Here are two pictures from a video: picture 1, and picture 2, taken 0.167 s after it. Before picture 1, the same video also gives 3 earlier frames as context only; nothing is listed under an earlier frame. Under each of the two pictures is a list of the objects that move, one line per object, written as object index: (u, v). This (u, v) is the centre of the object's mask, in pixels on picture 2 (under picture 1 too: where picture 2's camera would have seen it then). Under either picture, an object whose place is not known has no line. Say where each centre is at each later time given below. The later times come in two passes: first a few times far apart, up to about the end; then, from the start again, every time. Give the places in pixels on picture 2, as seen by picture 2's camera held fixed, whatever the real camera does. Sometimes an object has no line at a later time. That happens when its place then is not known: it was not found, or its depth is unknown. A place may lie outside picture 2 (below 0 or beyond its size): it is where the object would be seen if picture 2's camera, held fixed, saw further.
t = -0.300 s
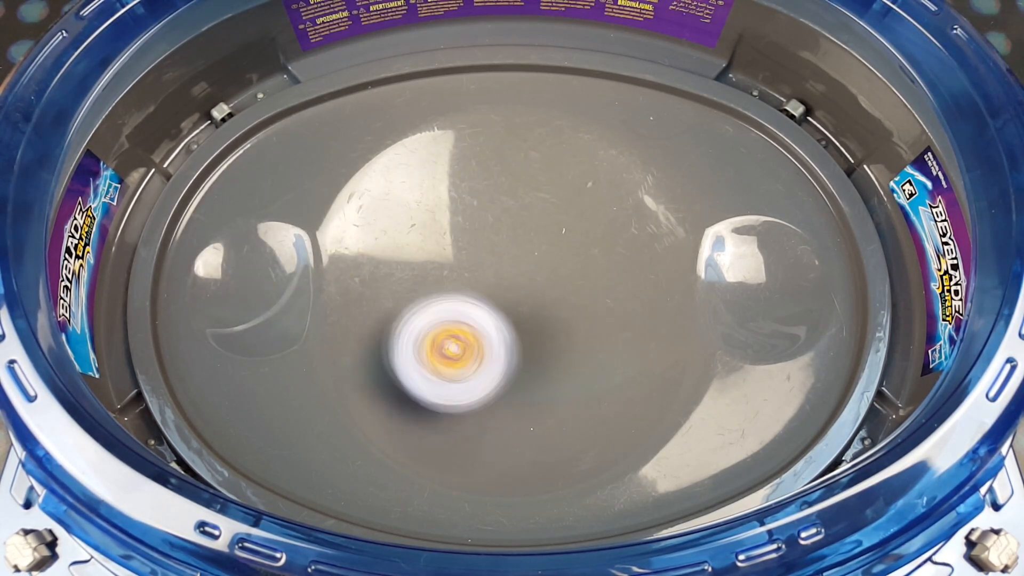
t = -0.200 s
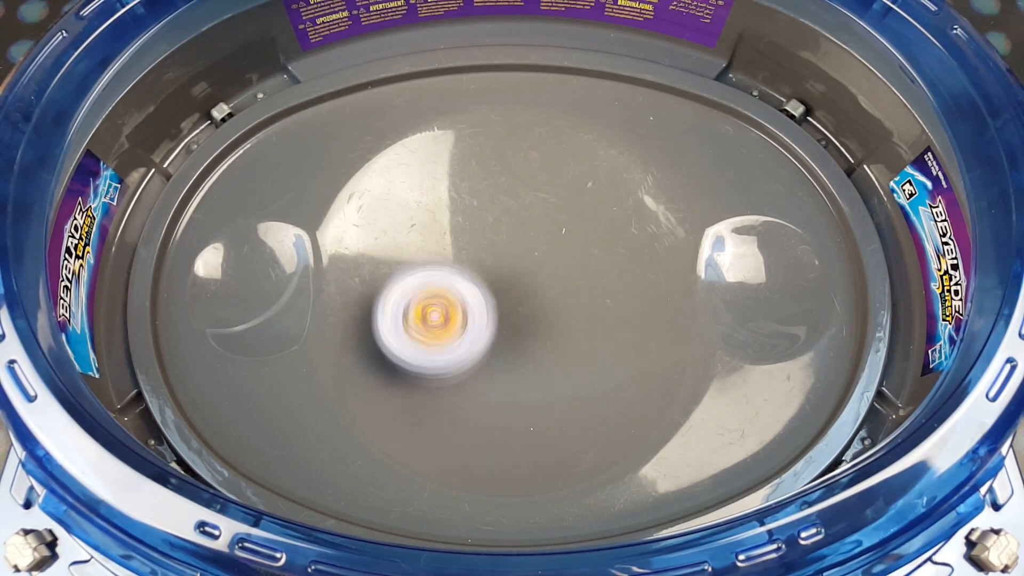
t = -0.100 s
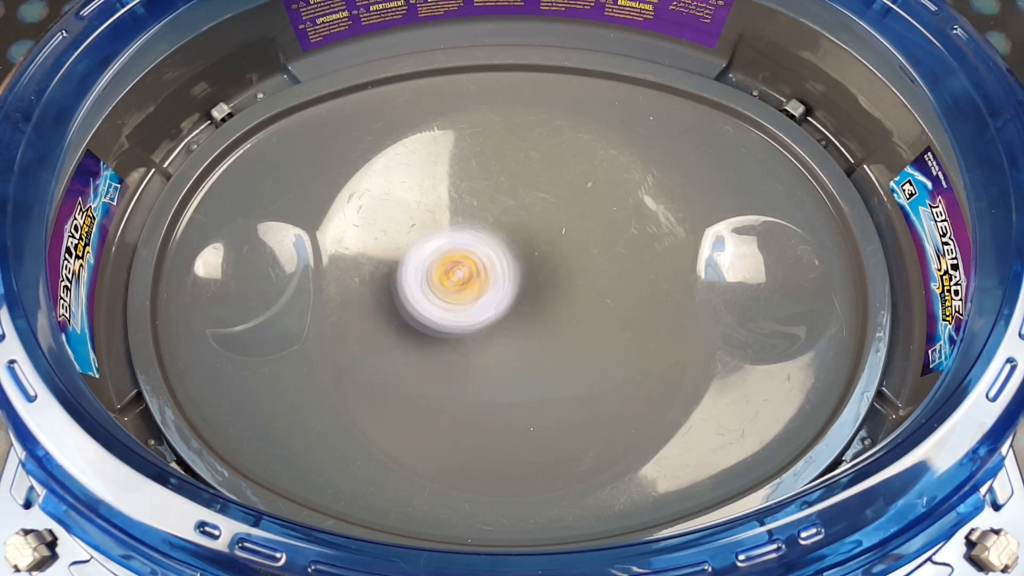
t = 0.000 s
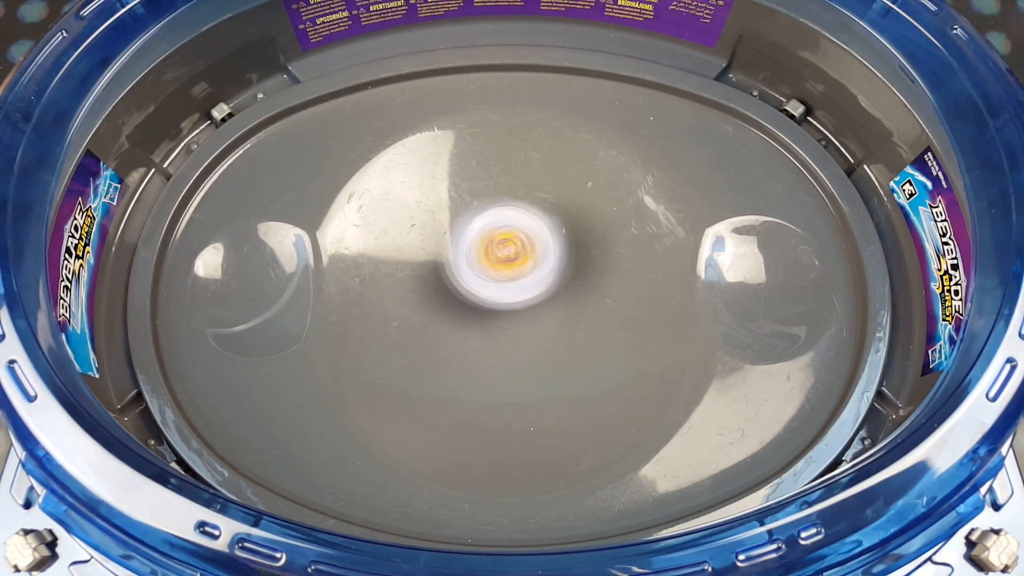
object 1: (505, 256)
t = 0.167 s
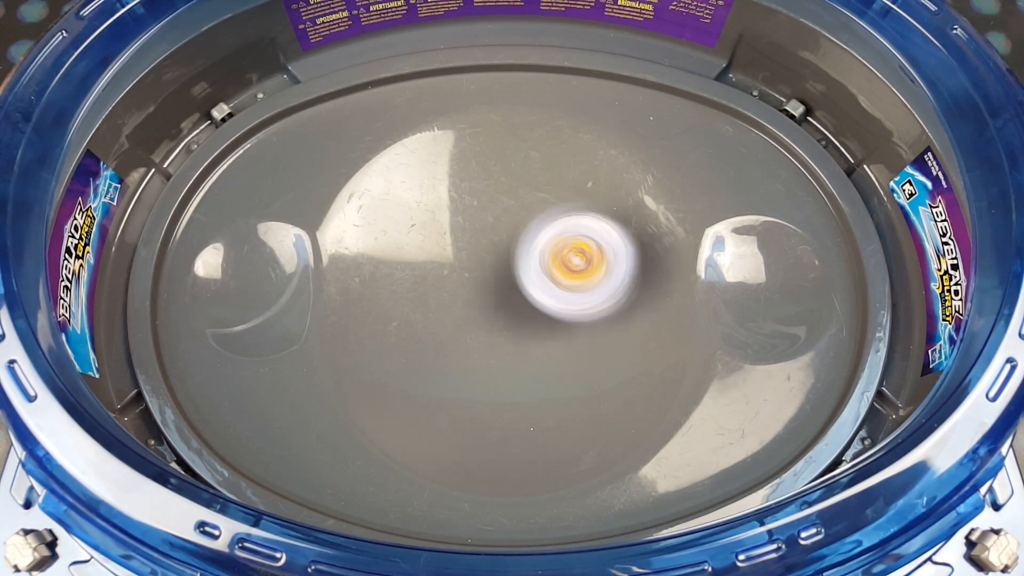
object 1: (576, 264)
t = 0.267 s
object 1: (595, 291)
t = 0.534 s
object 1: (507, 319)
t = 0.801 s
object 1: (478, 219)
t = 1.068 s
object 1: (544, 244)
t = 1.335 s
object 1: (476, 331)
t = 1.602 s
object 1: (436, 282)
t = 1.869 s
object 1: (547, 269)
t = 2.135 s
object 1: (564, 340)
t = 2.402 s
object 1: (480, 282)
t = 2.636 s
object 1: (509, 210)
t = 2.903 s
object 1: (540, 280)
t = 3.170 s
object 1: (453, 320)
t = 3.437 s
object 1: (469, 264)
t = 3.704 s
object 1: (559, 282)
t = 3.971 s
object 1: (534, 333)
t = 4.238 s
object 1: (478, 261)
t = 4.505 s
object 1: (530, 227)
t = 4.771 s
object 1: (511, 312)
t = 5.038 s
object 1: (449, 309)
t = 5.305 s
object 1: (518, 263)
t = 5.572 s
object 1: (568, 295)
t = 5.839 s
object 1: (501, 304)
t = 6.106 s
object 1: (470, 244)
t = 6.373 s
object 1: (521, 258)
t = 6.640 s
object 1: (518, 330)
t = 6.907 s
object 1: (477, 311)
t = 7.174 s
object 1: (510, 244)
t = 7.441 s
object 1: (557, 261)
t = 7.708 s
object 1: (500, 311)
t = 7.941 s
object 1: (447, 300)
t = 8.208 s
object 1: (502, 260)
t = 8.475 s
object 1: (567, 276)
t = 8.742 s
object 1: (535, 311)
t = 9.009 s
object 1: (462, 294)
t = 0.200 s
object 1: (587, 273)
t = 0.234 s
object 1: (591, 282)
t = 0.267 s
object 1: (595, 291)
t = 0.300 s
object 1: (595, 303)
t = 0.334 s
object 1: (590, 314)
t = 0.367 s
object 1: (583, 324)
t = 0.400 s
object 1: (571, 330)
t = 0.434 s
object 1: (555, 334)
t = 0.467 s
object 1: (540, 332)
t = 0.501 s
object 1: (523, 327)
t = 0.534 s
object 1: (507, 319)
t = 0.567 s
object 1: (494, 308)
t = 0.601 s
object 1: (484, 296)
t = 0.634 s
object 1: (476, 281)
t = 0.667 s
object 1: (471, 267)
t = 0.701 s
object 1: (468, 255)
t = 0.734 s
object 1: (469, 242)
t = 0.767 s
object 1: (473, 229)
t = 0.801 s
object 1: (478, 219)
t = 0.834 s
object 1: (486, 211)
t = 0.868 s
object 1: (496, 206)
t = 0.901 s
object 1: (507, 201)
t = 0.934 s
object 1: (516, 202)
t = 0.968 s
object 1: (526, 208)
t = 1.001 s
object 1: (537, 217)
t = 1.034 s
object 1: (543, 230)
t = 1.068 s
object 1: (544, 244)
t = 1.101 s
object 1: (543, 261)
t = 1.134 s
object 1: (540, 277)
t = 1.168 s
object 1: (533, 292)
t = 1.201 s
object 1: (522, 304)
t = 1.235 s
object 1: (511, 315)
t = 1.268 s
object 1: (500, 323)
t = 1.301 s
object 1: (489, 329)
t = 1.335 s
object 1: (476, 331)
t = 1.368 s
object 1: (463, 331)
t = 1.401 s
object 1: (451, 329)
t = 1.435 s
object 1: (440, 325)
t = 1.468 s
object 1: (432, 319)
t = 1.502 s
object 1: (426, 311)
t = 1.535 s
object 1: (425, 302)
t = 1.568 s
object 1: (428, 292)
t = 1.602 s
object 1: (436, 282)
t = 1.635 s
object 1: (446, 273)
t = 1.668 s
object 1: (460, 265)
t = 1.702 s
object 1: (476, 259)
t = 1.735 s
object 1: (492, 256)
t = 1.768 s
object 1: (508, 256)
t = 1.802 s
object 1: (521, 258)
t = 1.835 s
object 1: (535, 263)
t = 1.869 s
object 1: (547, 269)
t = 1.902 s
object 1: (558, 278)
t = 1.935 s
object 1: (567, 287)
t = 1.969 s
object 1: (574, 297)
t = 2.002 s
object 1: (578, 306)
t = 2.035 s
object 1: (580, 316)
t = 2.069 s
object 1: (578, 325)
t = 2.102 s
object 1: (573, 334)
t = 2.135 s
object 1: (564, 340)
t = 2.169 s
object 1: (552, 343)
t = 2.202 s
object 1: (539, 343)
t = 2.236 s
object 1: (525, 339)
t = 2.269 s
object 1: (512, 331)
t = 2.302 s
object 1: (500, 321)
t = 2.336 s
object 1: (491, 309)
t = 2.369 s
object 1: (484, 295)
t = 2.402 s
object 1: (480, 282)
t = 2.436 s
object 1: (479, 268)
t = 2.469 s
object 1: (480, 256)
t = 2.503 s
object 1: (482, 244)
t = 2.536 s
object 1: (486, 233)
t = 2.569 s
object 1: (492, 223)
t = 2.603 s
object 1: (499, 216)
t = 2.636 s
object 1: (509, 210)
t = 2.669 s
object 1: (518, 209)
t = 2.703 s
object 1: (528, 210)
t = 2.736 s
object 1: (537, 215)
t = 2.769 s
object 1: (544, 225)
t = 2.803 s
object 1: (548, 238)
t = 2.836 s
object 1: (549, 252)
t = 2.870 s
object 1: (546, 266)
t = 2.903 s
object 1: (540, 280)
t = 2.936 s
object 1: (532, 293)
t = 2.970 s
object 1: (522, 303)
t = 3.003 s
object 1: (511, 312)
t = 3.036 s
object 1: (497, 318)
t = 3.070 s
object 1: (486, 322)
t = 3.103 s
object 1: (473, 323)
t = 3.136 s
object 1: (462, 322)
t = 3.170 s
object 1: (453, 320)
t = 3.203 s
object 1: (445, 316)
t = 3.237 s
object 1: (438, 311)
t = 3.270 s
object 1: (433, 303)
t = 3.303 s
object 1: (433, 295)
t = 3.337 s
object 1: (436, 285)
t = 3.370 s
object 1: (445, 275)
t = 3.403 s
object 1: (456, 269)
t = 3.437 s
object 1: (469, 264)
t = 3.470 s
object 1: (482, 261)
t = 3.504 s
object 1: (494, 259)
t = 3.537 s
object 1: (508, 258)
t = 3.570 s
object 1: (522, 260)
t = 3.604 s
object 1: (534, 265)
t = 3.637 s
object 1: (543, 271)
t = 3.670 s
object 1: (551, 277)
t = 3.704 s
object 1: (559, 282)
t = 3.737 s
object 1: (567, 290)
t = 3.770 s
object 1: (571, 300)
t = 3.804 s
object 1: (571, 310)
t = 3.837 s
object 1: (568, 318)
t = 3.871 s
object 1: (563, 324)
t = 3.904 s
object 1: (557, 329)
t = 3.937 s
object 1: (547, 333)
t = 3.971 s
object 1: (534, 333)
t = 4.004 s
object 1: (522, 328)
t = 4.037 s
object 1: (513, 321)
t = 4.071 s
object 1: (503, 314)
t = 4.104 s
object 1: (493, 305)
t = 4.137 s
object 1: (487, 293)
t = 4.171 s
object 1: (484, 282)
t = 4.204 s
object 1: (482, 272)
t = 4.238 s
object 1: (478, 261)
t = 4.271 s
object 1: (481, 248)
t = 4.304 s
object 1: (485, 239)
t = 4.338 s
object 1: (488, 231)
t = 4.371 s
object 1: (494, 224)
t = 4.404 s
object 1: (505, 220)
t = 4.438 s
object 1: (513, 219)
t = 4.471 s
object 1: (520, 222)
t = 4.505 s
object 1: (530, 227)
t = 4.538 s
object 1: (535, 237)
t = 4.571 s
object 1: (537, 248)
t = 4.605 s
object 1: (539, 260)
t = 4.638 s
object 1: (537, 272)
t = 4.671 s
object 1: (531, 284)
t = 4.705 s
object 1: (527, 293)
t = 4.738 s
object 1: (521, 305)
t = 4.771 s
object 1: (511, 312)
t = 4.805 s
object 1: (503, 318)
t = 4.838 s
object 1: (494, 326)
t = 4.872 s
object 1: (483, 327)
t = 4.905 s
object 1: (475, 326)
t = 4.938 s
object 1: (466, 327)
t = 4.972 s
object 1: (456, 322)
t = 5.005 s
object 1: (453, 315)
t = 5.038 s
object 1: (449, 309)
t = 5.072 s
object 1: (449, 299)
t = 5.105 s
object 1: (457, 289)
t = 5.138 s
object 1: (463, 283)
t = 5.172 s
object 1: (475, 273)
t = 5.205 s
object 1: (487, 270)
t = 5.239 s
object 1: (496, 264)
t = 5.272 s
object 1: (509, 264)
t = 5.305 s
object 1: (518, 263)
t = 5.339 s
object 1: (530, 263)
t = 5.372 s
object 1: (540, 266)
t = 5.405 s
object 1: (548, 267)
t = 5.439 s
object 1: (557, 273)
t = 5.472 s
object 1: (561, 278)
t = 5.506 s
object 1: (567, 284)
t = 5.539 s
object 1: (567, 290)
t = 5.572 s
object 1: (568, 295)
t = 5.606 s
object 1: (566, 302)
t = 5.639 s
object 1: (561, 305)
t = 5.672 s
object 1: (554, 312)
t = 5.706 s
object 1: (543, 311)
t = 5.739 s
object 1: (535, 314)
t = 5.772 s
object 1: (522, 312)
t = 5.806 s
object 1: (514, 307)
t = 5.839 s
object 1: (501, 304)
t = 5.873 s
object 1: (494, 296)
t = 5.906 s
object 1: (486, 292)
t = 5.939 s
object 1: (479, 282)
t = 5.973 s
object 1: (473, 276)
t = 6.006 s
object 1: (469, 265)
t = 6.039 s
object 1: (468, 259)
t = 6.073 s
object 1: (466, 250)
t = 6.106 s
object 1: (470, 244)
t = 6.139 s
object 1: (472, 236)
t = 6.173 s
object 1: (480, 233)
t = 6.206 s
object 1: (485, 230)
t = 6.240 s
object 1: (494, 233)
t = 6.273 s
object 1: (501, 235)
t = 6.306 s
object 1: (510, 241)
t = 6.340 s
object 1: (516, 248)
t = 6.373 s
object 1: (521, 258)
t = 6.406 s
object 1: (526, 267)
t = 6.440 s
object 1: (527, 277)
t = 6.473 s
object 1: (529, 287)
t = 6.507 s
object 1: (529, 298)
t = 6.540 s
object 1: (529, 307)
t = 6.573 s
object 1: (526, 315)
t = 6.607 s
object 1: (524, 324)
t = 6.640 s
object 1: (518, 330)
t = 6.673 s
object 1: (513, 337)
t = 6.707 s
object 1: (505, 338)
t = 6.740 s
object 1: (497, 341)
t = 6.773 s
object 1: (490, 338)
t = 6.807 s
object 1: (485, 337)
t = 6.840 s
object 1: (481, 329)
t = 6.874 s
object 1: (476, 321)
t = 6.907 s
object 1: (477, 311)
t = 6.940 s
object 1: (475, 303)
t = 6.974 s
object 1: (478, 293)
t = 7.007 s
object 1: (481, 282)
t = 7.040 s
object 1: (486, 275)
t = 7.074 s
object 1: (492, 265)
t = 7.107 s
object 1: (496, 258)
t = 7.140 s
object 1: (504, 250)
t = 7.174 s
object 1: (510, 244)
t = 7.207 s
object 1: (518, 240)
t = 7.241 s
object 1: (527, 236)
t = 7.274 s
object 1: (534, 236)
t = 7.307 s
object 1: (543, 236)
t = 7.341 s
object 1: (550, 238)
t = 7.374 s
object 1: (555, 244)
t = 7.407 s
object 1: (557, 252)
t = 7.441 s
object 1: (557, 261)
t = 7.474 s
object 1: (553, 269)
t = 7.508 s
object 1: (549, 279)
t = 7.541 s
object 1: (542, 286)
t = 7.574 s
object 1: (534, 294)
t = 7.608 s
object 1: (527, 300)
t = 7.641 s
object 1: (517, 303)
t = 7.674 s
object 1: (508, 310)
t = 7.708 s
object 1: (500, 311)
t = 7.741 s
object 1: (489, 314)
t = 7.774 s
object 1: (480, 316)
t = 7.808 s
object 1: (472, 314)
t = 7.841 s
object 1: (463, 314)
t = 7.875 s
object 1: (457, 310)
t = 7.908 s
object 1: (450, 304)
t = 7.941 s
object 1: (447, 300)
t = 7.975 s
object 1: (449, 291)
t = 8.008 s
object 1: (450, 284)
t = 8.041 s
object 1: (456, 280)
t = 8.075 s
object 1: (465, 272)
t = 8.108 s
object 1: (473, 267)
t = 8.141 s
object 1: (481, 264)
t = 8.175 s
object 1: (492, 261)
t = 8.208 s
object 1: (502, 260)
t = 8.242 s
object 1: (510, 259)
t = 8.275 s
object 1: (520, 259)
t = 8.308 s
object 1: (530, 259)
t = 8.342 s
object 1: (539, 260)
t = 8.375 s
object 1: (547, 263)
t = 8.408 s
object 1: (556, 266)
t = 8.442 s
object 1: (562, 271)
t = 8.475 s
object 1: (567, 276)
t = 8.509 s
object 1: (570, 282)
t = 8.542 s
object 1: (572, 286)
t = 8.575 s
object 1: (570, 290)
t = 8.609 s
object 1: (566, 295)
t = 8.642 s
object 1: (562, 302)
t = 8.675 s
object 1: (555, 306)
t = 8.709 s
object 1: (546, 307)
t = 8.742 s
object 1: (535, 311)
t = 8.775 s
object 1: (525, 312)
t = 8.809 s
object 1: (516, 311)
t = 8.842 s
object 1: (506, 309)
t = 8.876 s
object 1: (495, 308)
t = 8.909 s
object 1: (486, 305)
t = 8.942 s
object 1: (478, 301)
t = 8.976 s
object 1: (469, 297)
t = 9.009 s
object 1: (462, 294)
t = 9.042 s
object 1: (457, 288)
